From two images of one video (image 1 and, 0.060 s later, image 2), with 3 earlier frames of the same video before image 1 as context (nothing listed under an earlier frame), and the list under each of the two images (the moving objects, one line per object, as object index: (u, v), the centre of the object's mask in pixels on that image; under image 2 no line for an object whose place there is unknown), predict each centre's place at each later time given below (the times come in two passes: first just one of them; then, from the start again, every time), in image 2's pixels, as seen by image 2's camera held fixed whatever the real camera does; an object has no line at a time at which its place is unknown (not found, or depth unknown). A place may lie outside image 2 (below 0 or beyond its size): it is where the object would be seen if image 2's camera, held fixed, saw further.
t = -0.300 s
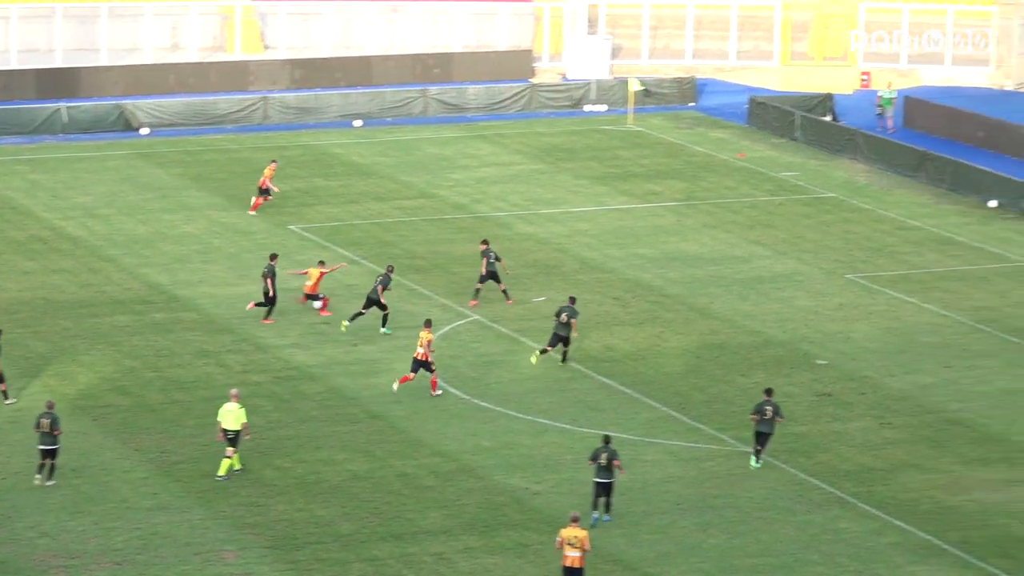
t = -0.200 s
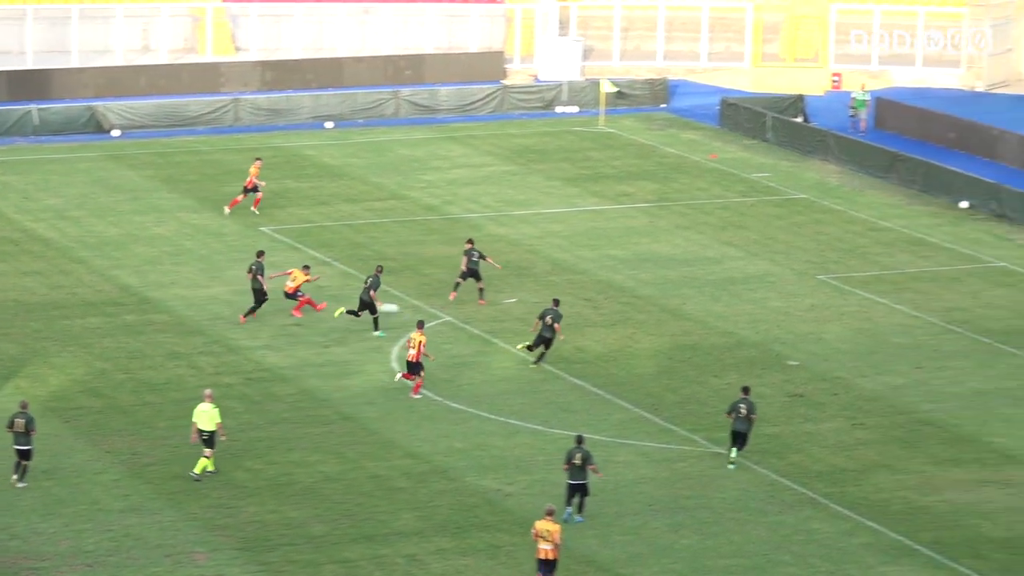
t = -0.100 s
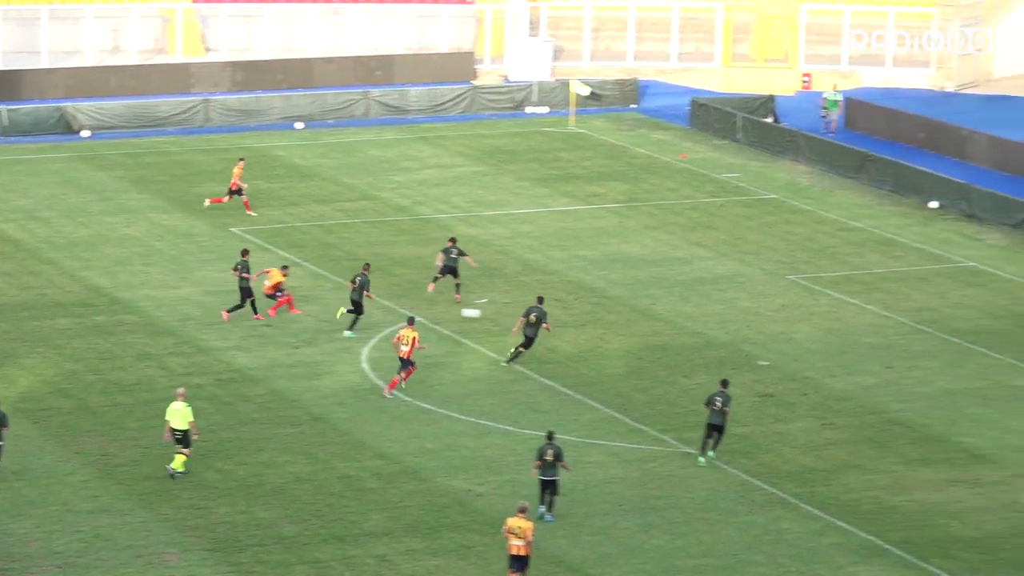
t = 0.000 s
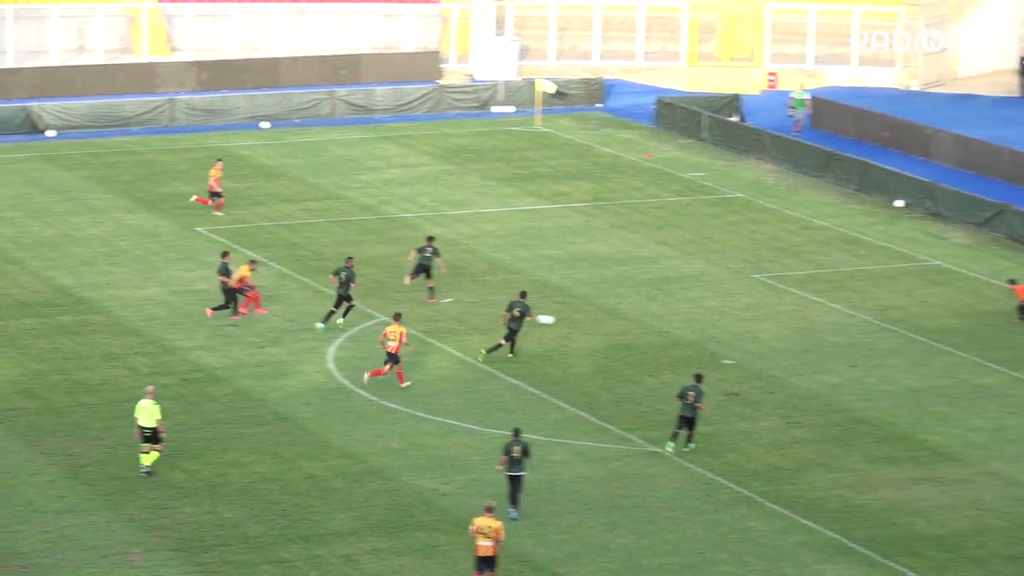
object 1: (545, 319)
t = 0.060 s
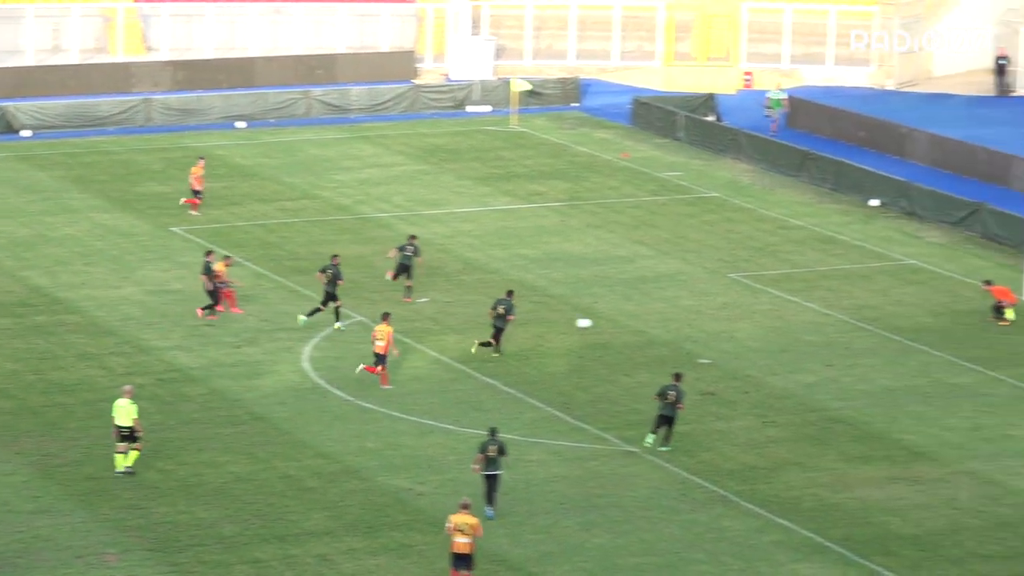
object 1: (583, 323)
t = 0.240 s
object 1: (757, 330)
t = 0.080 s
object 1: (603, 323)
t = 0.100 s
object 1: (622, 324)
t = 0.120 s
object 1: (641, 325)
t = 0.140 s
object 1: (660, 325)
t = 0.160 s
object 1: (680, 326)
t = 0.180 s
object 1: (699, 326)
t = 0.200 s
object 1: (718, 327)
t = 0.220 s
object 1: (737, 328)
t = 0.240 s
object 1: (757, 330)
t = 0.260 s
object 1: (775, 330)
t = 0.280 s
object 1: (795, 332)
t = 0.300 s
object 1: (813, 334)
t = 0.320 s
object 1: (832, 335)
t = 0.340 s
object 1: (851, 336)
